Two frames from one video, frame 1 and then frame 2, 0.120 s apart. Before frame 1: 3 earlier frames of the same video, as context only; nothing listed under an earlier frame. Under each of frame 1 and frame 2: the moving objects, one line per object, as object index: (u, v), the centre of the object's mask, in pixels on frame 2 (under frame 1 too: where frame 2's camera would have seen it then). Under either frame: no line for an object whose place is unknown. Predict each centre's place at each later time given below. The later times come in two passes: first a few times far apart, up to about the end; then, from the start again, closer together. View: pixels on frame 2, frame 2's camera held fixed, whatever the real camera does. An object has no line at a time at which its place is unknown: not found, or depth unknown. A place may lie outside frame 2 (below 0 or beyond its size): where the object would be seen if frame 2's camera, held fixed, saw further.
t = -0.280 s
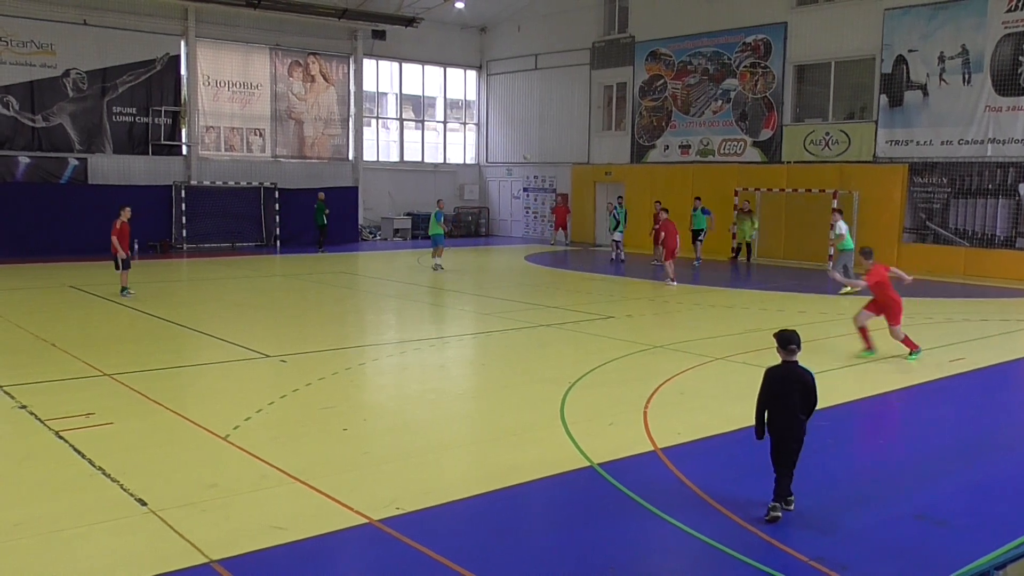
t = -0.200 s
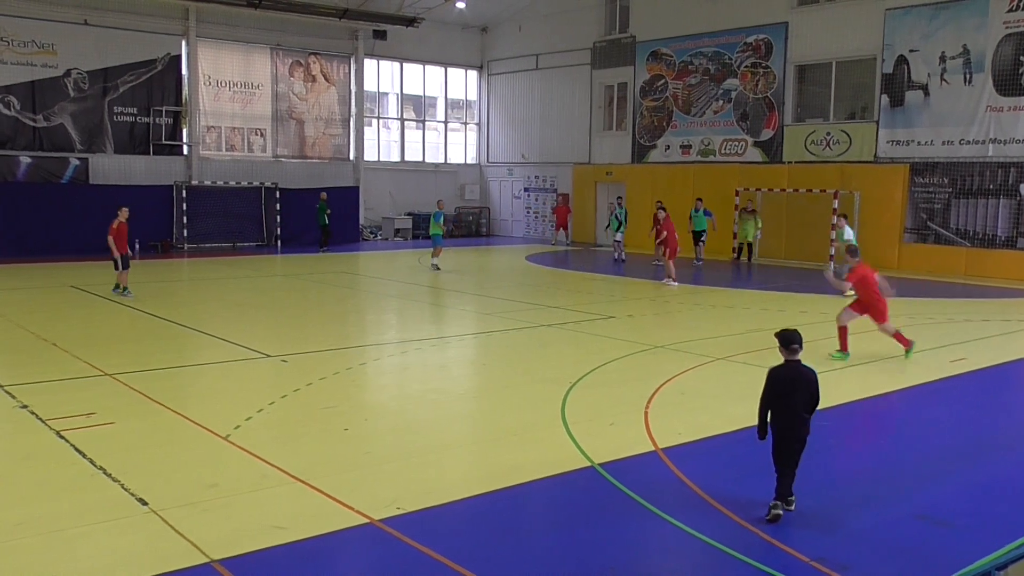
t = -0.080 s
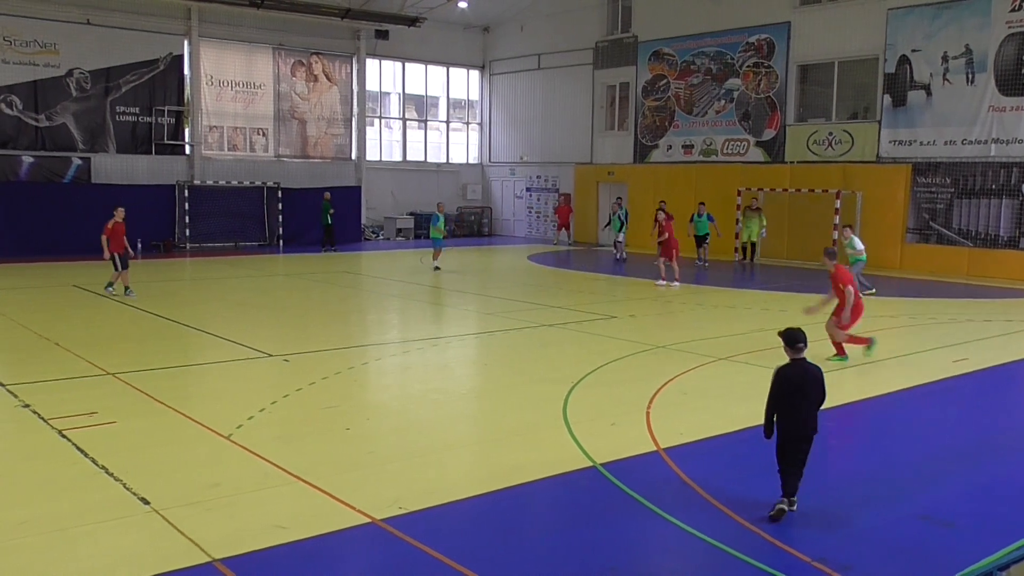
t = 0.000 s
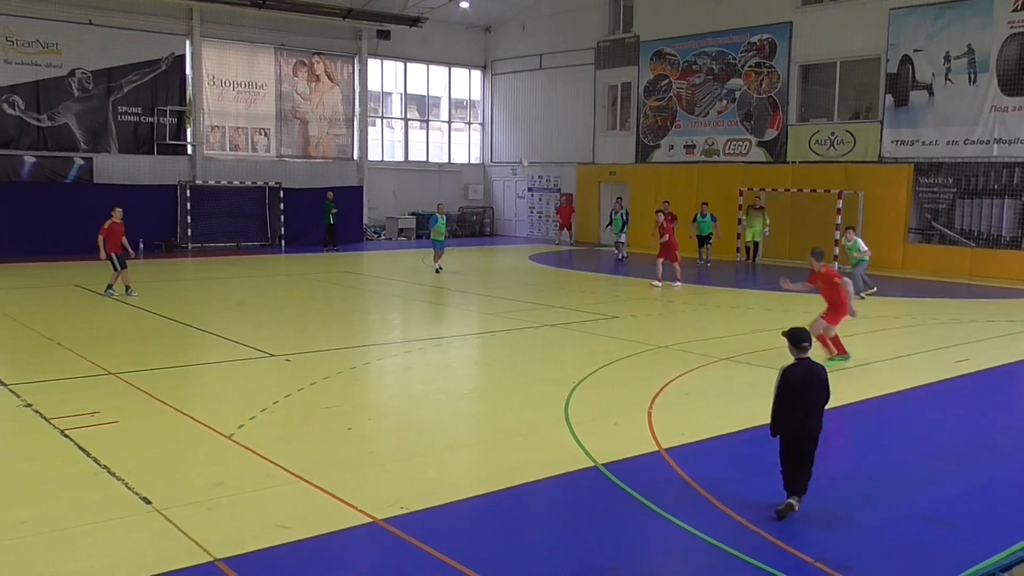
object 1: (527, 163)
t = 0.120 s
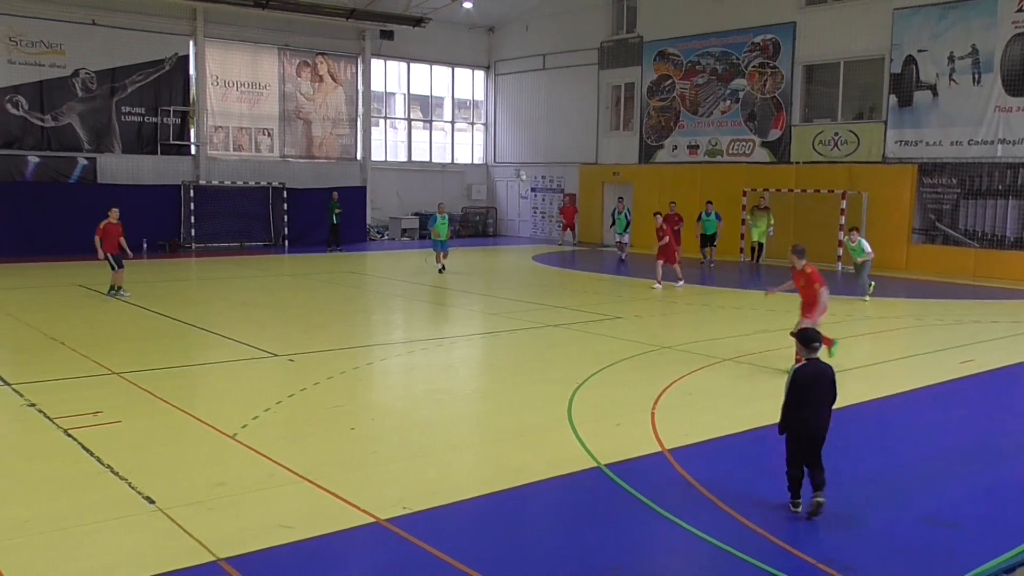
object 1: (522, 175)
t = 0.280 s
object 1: (514, 208)
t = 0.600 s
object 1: (486, 349)
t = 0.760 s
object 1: (477, 320)
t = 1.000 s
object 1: (462, 304)
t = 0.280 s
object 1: (514, 208)
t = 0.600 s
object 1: (486, 349)
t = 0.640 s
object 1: (483, 345)
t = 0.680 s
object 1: (482, 336)
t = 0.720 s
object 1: (480, 327)
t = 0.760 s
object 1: (477, 320)
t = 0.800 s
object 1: (475, 314)
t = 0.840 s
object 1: (472, 309)
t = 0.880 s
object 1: (470, 306)
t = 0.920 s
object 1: (467, 304)
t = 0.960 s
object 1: (464, 303)
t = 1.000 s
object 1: (462, 304)
